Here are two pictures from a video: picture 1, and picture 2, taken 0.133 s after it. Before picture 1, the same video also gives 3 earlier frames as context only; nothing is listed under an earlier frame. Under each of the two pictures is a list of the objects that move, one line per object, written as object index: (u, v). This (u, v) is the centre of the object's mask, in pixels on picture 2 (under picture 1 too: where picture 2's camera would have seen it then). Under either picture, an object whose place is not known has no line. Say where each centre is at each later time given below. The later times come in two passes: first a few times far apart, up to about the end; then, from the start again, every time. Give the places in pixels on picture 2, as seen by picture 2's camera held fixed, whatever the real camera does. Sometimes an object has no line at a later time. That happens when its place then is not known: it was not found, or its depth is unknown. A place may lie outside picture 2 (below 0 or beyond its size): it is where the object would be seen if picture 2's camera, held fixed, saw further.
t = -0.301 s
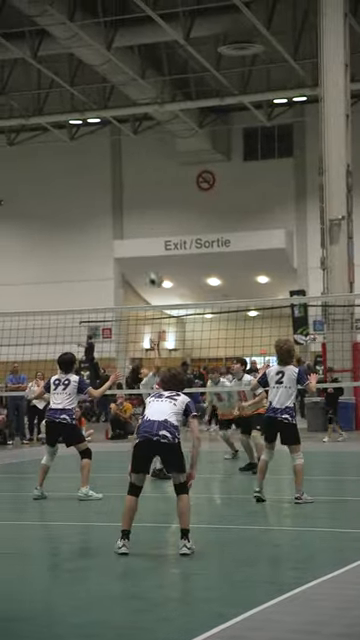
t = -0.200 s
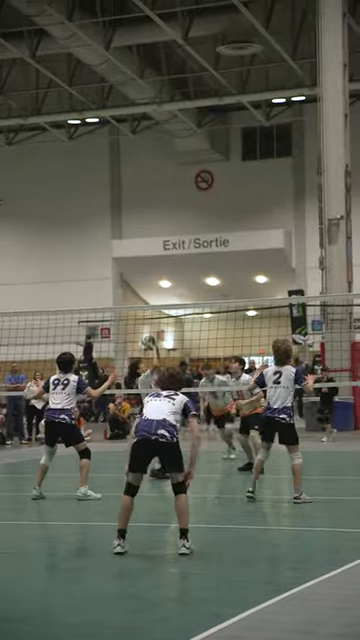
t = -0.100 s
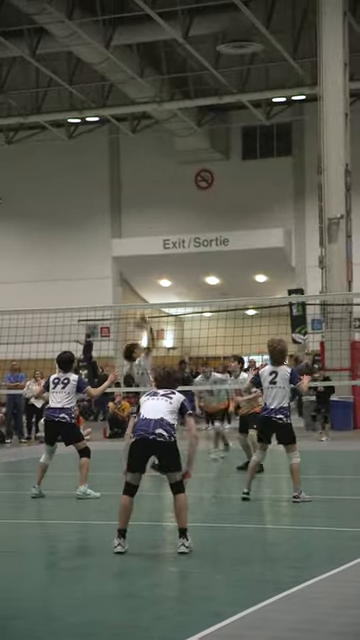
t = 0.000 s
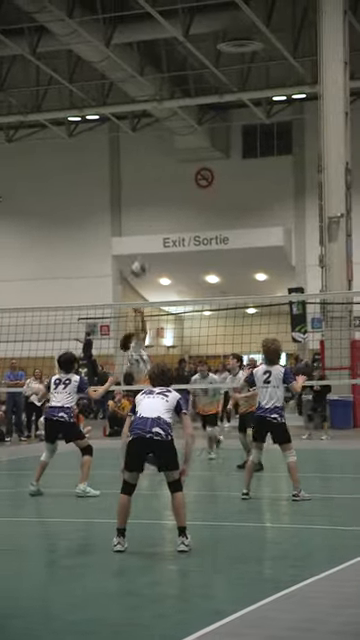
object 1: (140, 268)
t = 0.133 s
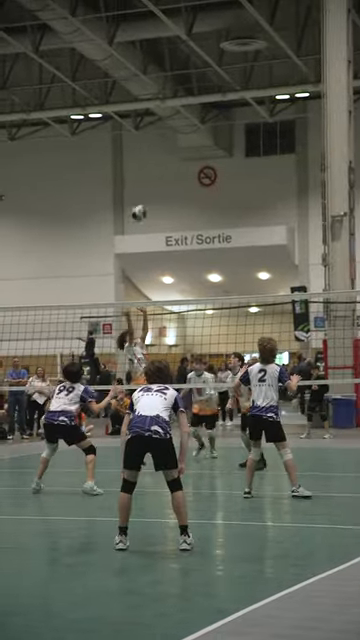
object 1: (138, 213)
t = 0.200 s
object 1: (137, 190)
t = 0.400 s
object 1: (134, 143)
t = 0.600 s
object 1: (133, 125)
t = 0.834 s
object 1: (133, 142)
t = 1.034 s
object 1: (131, 189)
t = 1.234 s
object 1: (133, 264)
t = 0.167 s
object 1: (138, 201)
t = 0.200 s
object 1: (137, 190)
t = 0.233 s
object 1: (136, 180)
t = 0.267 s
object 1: (136, 171)
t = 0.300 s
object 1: (136, 163)
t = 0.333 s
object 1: (136, 155)
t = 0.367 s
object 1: (135, 149)
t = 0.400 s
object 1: (134, 143)
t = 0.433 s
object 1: (134, 137)
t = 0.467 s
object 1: (133, 133)
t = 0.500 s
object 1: (133, 130)
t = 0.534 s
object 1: (133, 127)
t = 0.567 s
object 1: (133, 126)
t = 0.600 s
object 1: (133, 125)
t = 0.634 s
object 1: (133, 125)
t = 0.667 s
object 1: (133, 126)
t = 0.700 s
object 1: (133, 127)
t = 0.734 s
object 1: (133, 130)
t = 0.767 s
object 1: (132, 133)
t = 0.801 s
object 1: (132, 137)
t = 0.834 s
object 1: (133, 142)
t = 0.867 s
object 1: (133, 148)
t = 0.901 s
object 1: (131, 155)
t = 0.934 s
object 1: (131, 162)
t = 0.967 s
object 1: (132, 171)
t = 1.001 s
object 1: (131, 180)
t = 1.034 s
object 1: (131, 189)
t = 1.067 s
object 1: (131, 199)
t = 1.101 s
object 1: (130, 210)
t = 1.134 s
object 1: (131, 223)
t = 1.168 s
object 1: (131, 235)
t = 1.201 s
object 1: (131, 249)
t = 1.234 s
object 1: (133, 264)
